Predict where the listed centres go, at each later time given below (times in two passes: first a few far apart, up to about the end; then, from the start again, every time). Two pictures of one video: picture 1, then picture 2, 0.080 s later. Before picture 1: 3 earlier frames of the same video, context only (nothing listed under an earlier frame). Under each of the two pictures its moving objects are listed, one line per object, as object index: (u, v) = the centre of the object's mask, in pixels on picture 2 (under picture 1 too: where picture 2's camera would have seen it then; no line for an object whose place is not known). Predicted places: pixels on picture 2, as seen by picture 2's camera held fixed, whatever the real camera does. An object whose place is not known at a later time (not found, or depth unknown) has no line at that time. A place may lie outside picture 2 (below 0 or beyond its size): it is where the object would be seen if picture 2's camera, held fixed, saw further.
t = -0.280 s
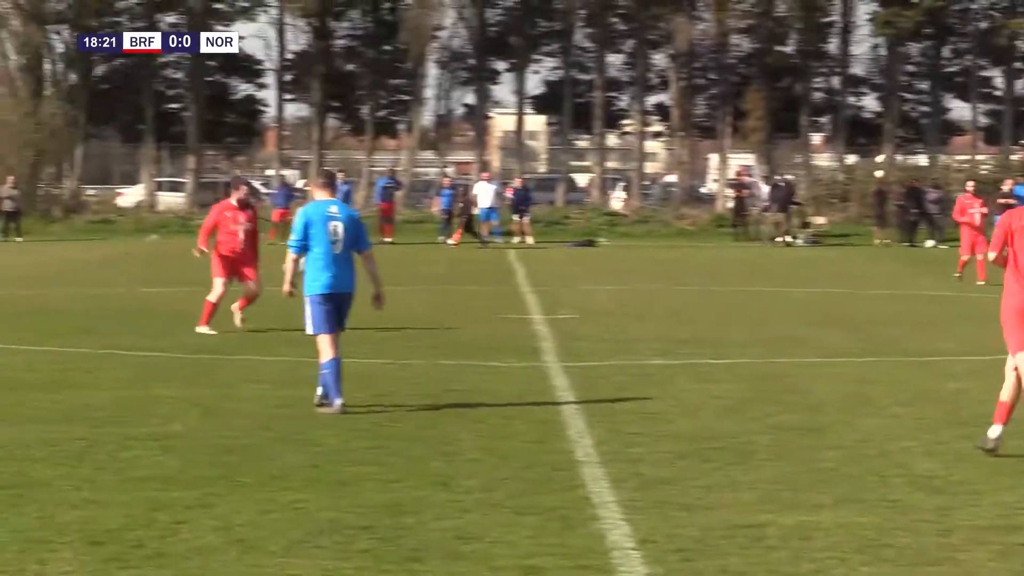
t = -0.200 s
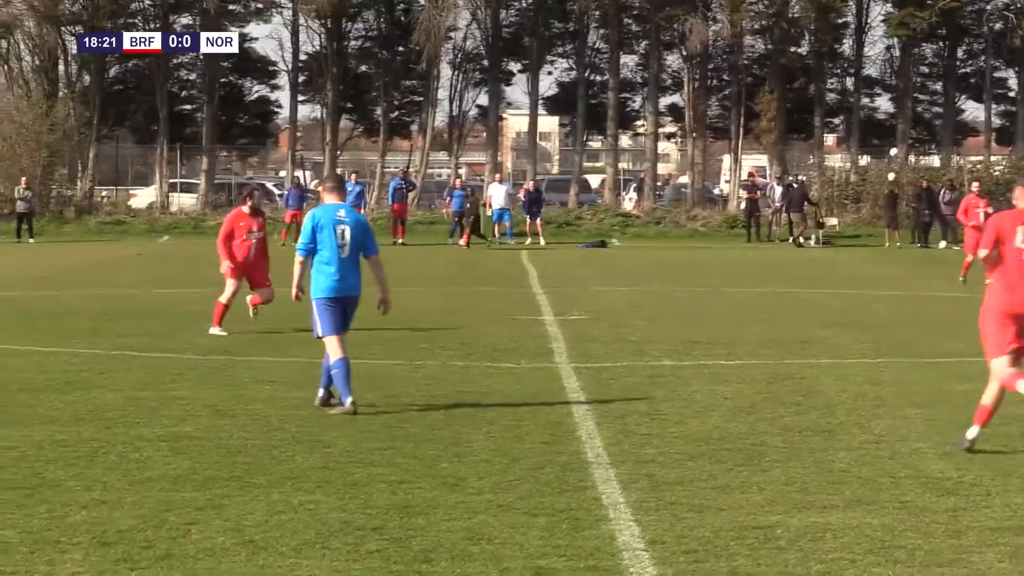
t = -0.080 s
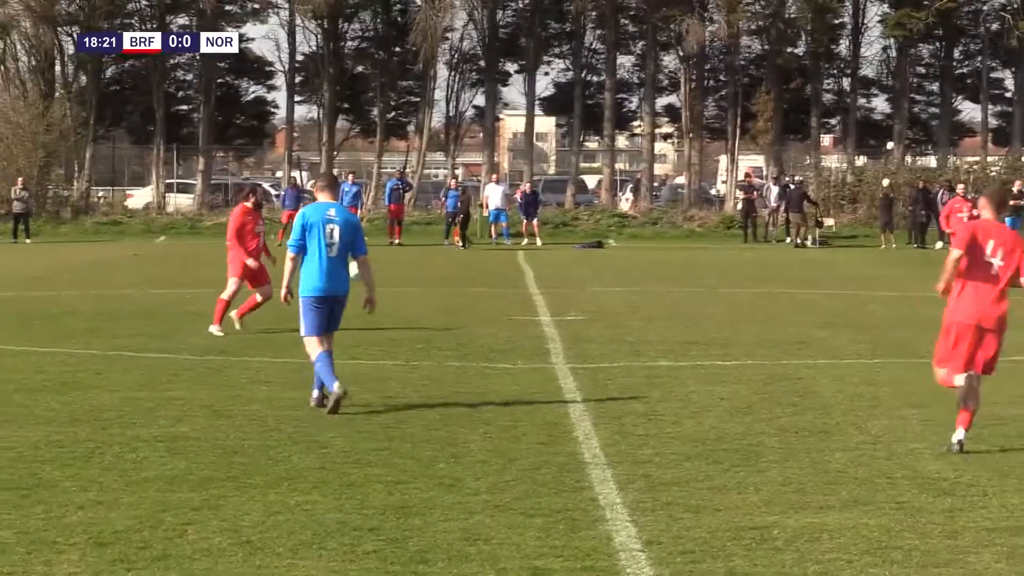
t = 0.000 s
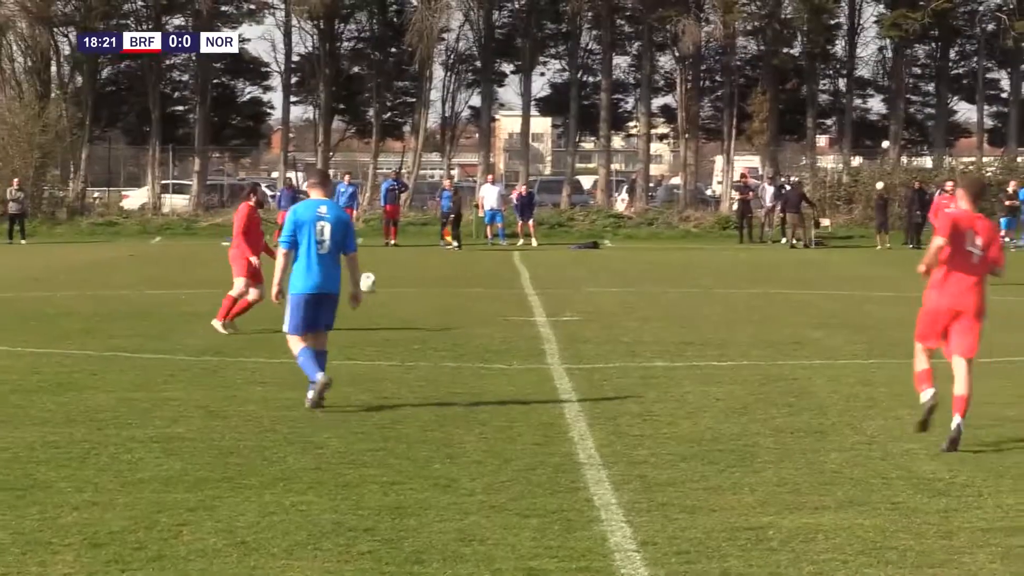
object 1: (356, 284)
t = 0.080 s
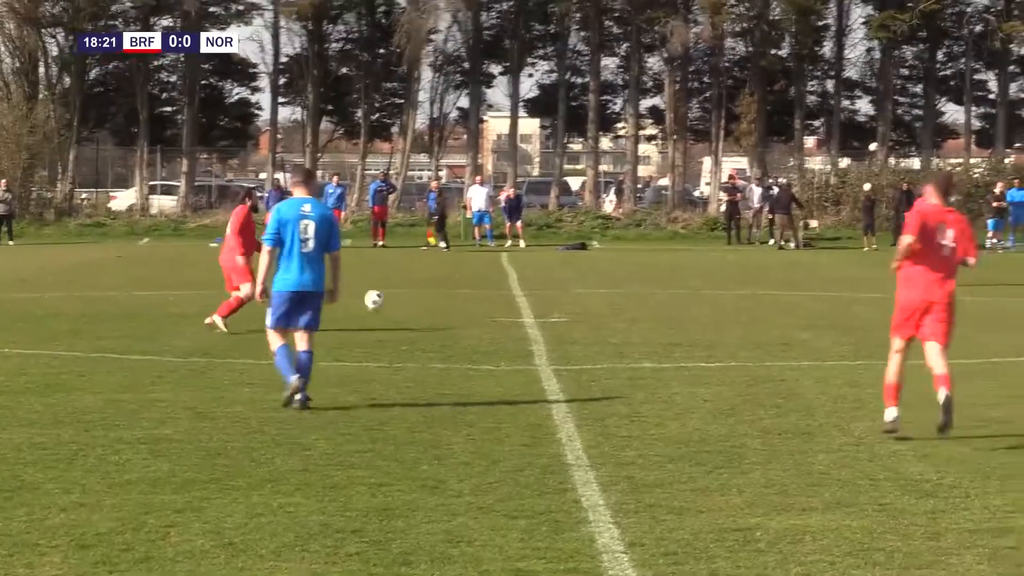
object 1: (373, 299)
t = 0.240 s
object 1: (395, 309)
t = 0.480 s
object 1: (407, 293)
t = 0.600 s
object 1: (412, 303)
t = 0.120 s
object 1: (382, 310)
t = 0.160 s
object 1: (390, 321)
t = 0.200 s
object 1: (393, 316)
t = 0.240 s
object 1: (395, 309)
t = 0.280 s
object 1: (398, 303)
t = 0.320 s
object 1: (400, 298)
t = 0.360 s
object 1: (402, 295)
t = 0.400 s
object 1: (403, 293)
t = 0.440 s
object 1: (405, 292)
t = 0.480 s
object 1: (407, 293)
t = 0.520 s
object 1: (408, 295)
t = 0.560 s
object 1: (410, 298)
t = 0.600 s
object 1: (412, 303)
